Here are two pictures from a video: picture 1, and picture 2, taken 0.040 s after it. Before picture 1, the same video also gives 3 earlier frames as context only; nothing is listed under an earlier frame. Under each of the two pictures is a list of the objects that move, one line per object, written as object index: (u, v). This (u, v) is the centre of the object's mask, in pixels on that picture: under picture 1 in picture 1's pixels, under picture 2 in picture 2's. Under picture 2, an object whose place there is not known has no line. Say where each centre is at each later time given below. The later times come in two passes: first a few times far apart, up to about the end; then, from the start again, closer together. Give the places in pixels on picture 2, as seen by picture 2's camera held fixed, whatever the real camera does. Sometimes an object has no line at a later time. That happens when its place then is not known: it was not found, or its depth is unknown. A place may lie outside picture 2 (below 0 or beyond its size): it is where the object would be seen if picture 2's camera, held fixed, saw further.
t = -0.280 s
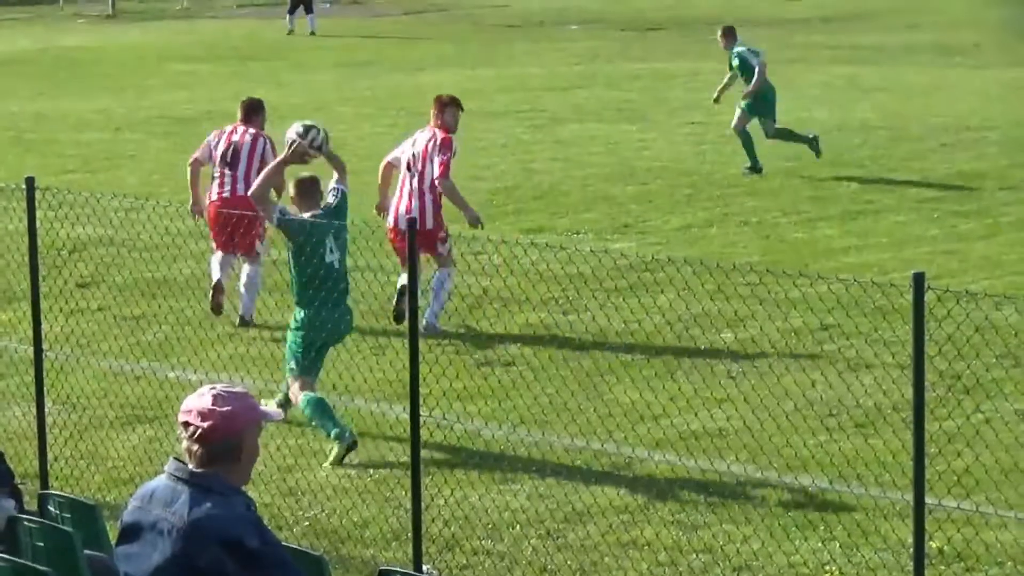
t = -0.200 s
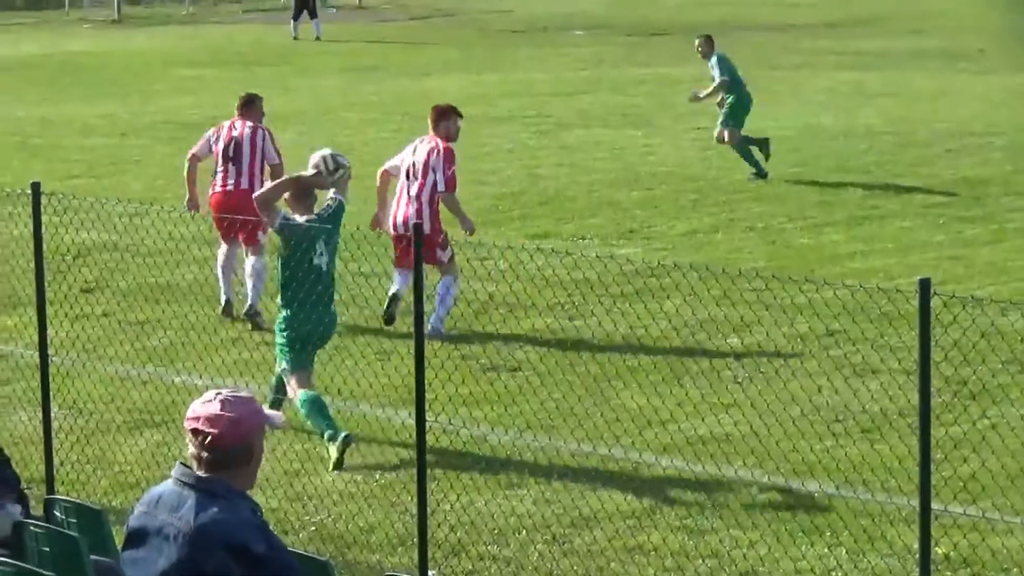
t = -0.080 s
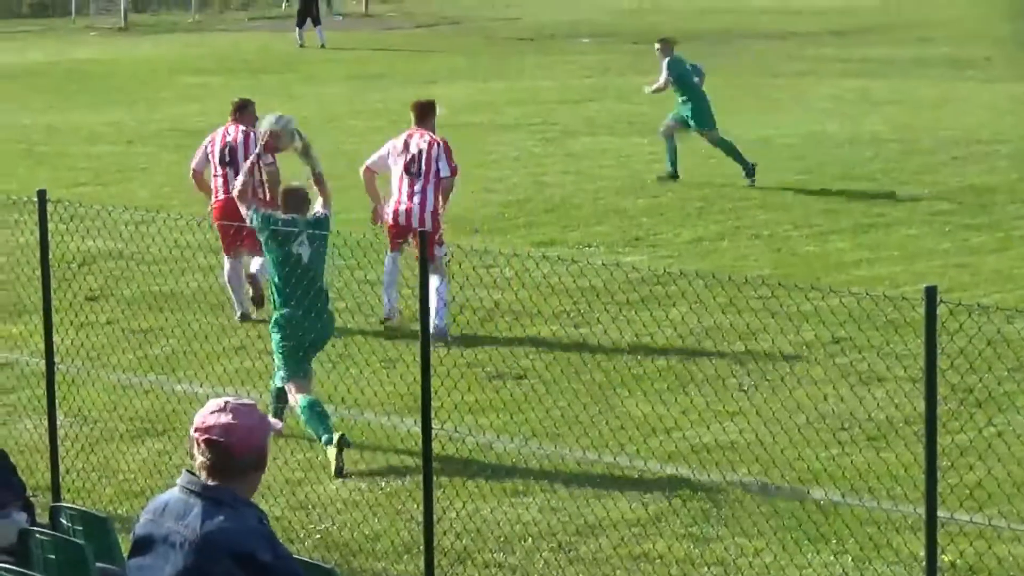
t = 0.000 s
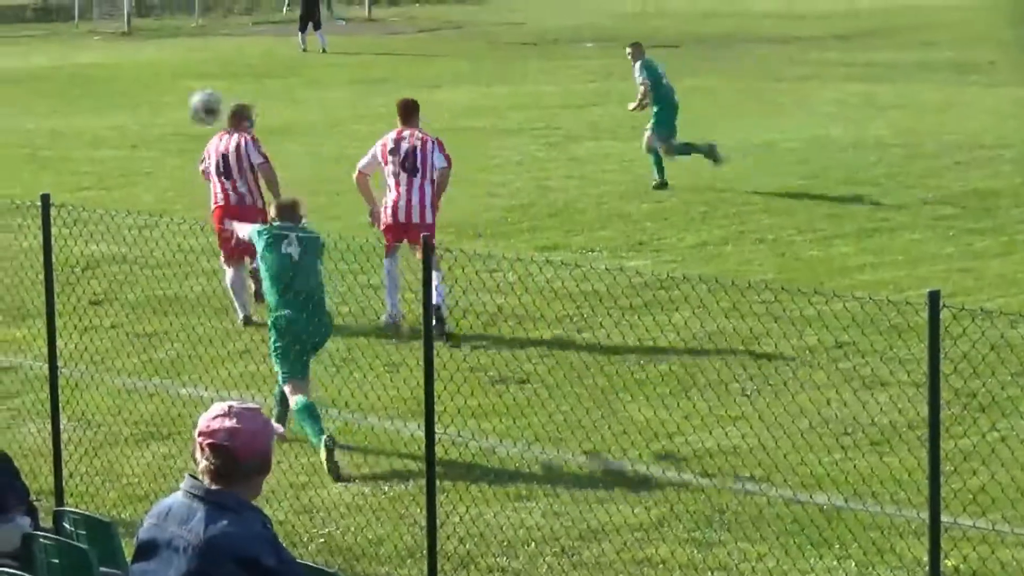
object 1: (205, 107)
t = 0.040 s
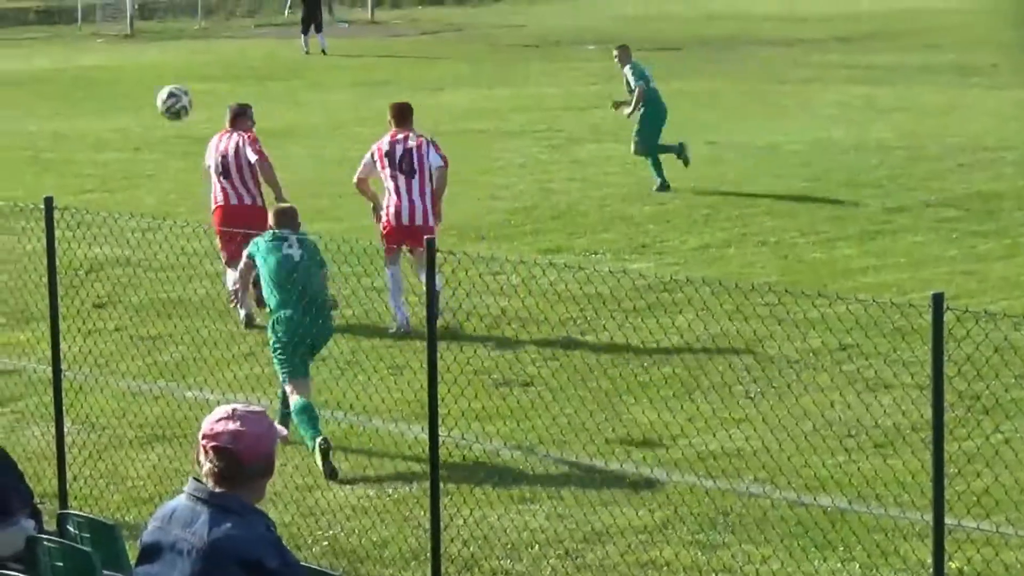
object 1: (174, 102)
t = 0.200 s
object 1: (60, 97)
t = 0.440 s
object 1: (-63, 147)
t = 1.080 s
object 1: (-244, 108)
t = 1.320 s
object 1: (-291, 116)
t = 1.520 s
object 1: (-323, 162)
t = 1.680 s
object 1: (-350, 154)
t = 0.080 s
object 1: (143, 97)
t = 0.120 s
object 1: (113, 95)
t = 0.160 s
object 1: (86, 96)
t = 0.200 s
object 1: (60, 97)
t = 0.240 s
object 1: (34, 101)
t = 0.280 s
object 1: (13, 107)
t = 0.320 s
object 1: (-7, 115)
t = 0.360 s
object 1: (-28, 124)
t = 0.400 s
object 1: (-46, 134)
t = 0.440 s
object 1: (-63, 147)
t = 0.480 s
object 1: (-79, 160)
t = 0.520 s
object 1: (-94, 173)
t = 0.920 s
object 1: (-207, 138)
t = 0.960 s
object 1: (-218, 129)
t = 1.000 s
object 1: (-227, 119)
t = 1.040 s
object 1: (-235, 114)
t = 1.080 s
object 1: (-244, 108)
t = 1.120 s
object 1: (-253, 106)
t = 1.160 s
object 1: (-261, 105)
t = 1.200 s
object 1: (-268, 105)
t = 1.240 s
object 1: (-277, 107)
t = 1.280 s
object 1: (-283, 110)
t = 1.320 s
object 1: (-291, 116)
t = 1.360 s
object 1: (-299, 121)
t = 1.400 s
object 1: (-305, 130)
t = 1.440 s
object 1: (-311, 139)
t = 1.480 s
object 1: (-317, 150)
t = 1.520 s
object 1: (-323, 162)
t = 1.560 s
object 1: (-329, 177)
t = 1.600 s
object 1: (-336, 176)
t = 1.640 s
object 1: (-343, 163)
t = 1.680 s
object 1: (-350, 154)
